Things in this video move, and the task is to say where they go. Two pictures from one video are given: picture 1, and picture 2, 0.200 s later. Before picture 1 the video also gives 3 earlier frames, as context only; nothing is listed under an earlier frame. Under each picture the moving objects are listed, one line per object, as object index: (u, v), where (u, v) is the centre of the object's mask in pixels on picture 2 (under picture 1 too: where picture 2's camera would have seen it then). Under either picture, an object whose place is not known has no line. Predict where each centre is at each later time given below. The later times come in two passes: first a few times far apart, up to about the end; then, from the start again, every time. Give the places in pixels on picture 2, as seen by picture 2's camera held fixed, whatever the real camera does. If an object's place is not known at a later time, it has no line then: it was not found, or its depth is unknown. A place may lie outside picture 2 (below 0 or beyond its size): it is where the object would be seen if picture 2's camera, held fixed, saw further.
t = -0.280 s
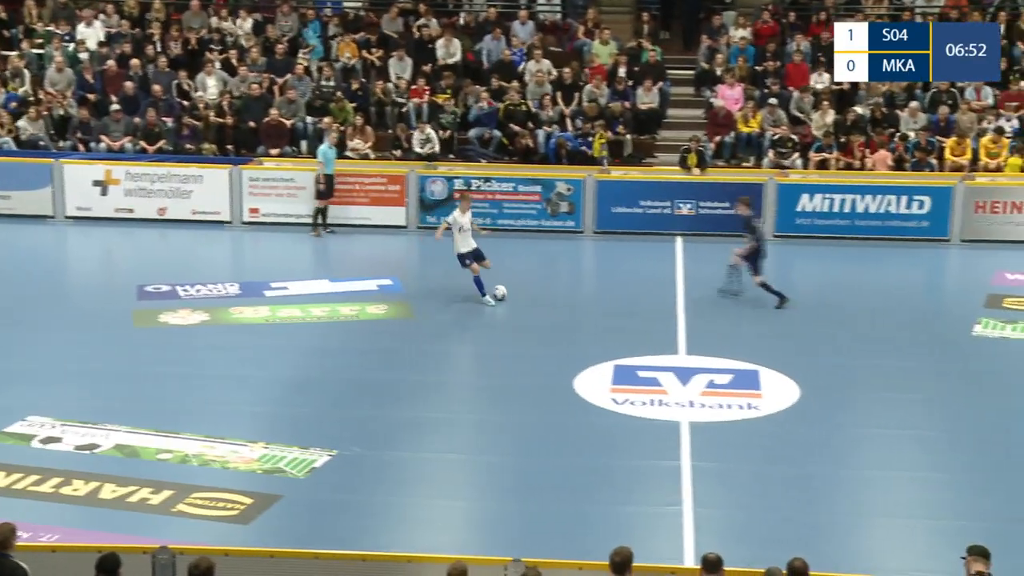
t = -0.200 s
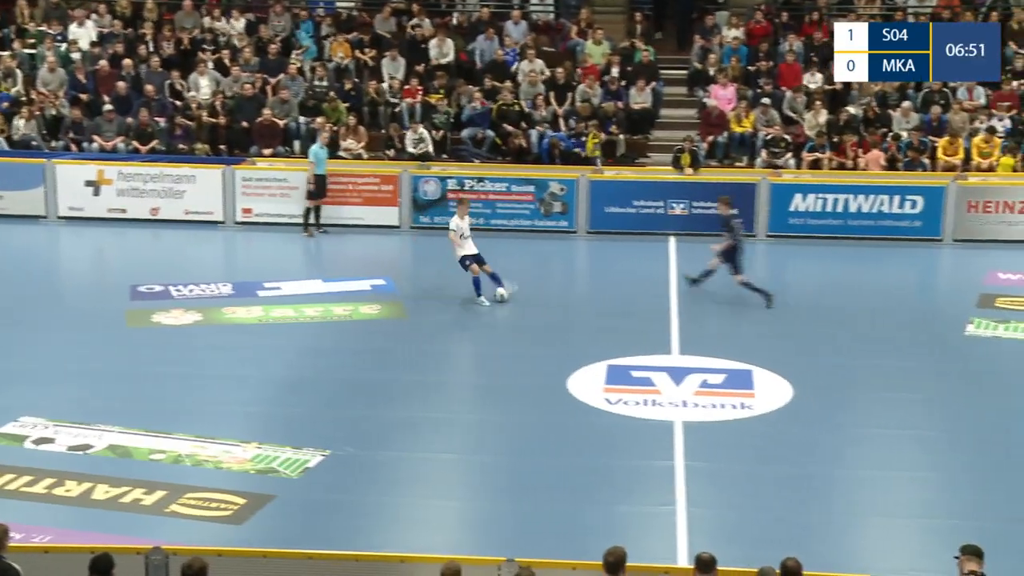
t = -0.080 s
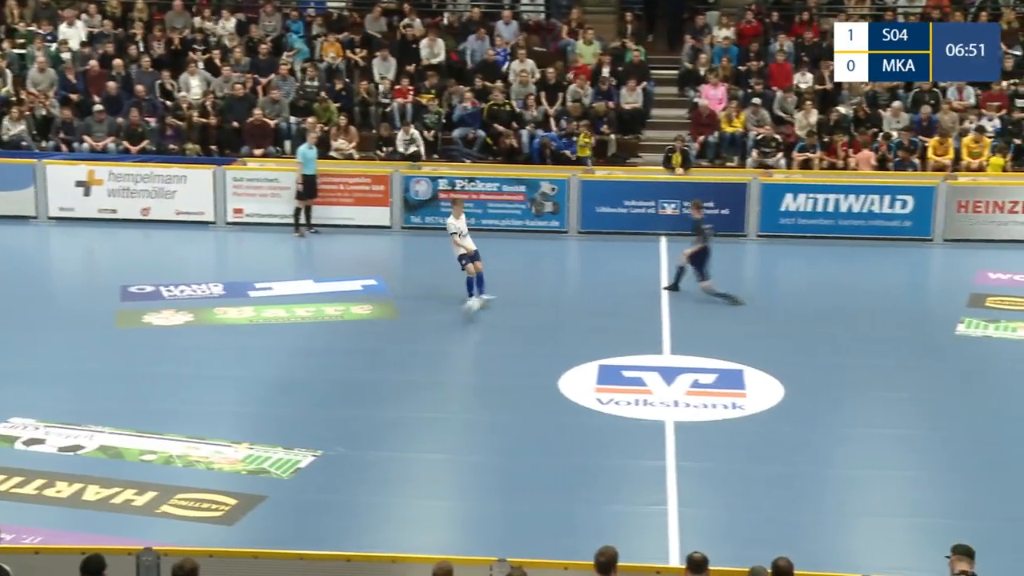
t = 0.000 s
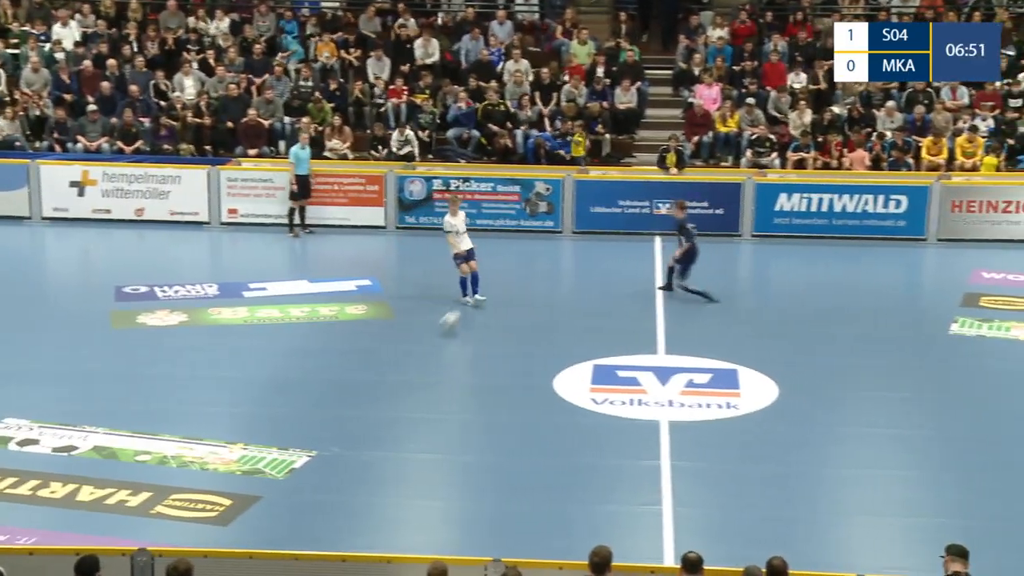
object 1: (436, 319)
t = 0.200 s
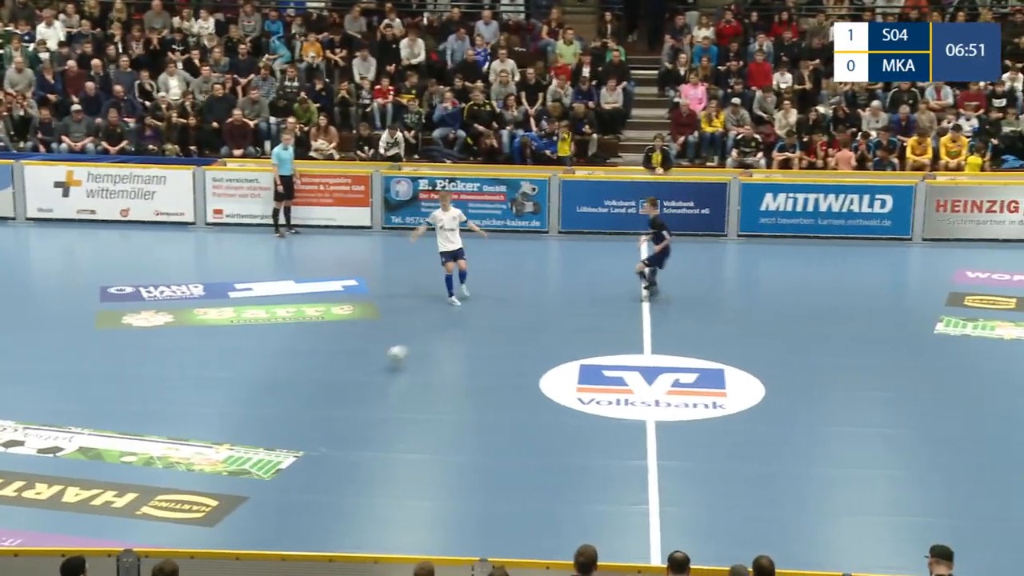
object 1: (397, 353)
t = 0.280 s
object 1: (381, 367)
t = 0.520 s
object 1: (334, 410)
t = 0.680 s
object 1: (302, 439)
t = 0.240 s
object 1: (389, 360)
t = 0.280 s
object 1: (381, 367)
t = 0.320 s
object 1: (373, 375)
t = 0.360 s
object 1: (365, 386)
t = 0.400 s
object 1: (357, 393)
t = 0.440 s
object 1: (350, 397)
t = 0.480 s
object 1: (342, 402)
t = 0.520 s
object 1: (334, 410)
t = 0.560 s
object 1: (326, 418)
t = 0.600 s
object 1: (318, 428)
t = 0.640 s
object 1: (310, 434)
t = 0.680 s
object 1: (302, 439)
